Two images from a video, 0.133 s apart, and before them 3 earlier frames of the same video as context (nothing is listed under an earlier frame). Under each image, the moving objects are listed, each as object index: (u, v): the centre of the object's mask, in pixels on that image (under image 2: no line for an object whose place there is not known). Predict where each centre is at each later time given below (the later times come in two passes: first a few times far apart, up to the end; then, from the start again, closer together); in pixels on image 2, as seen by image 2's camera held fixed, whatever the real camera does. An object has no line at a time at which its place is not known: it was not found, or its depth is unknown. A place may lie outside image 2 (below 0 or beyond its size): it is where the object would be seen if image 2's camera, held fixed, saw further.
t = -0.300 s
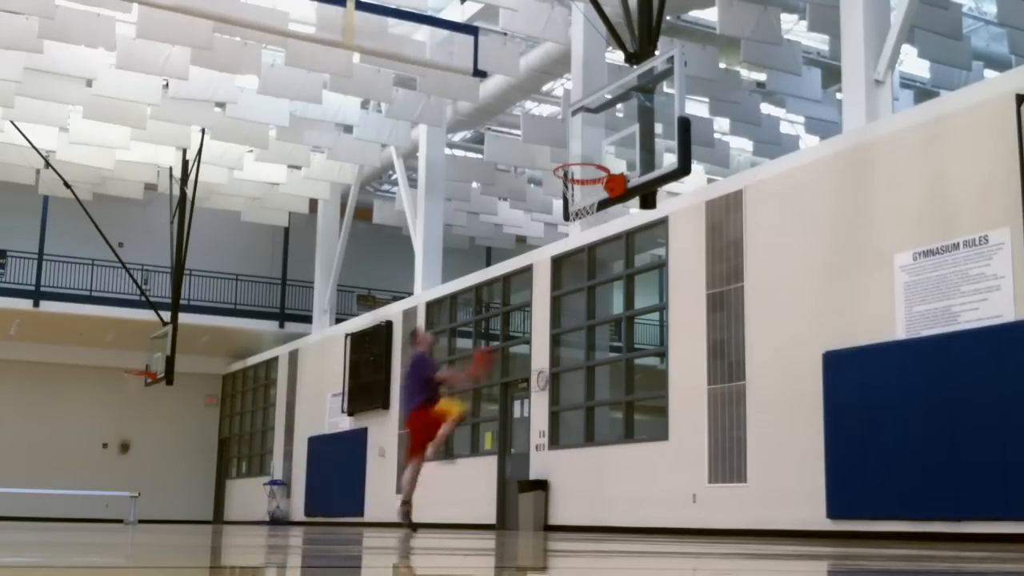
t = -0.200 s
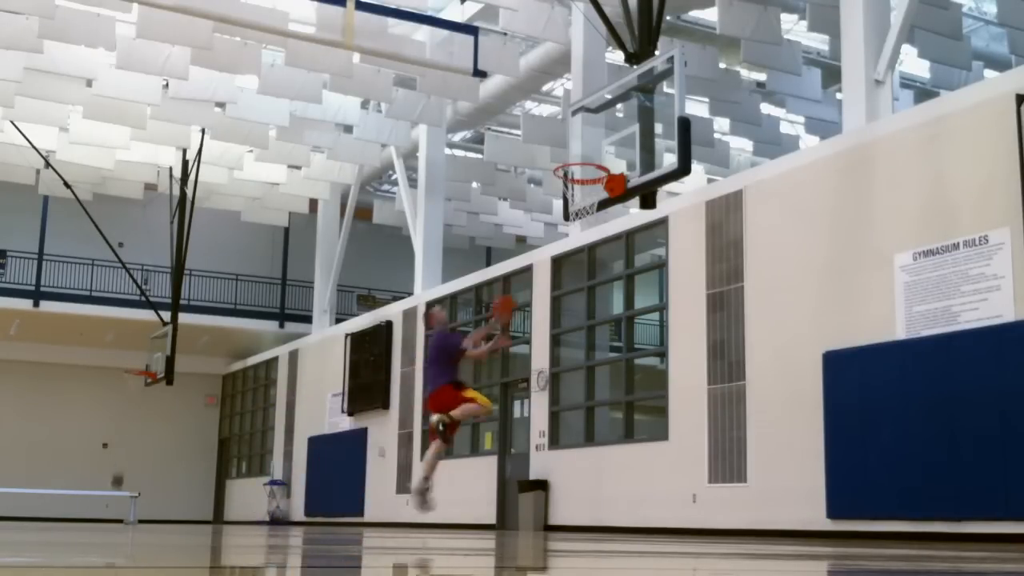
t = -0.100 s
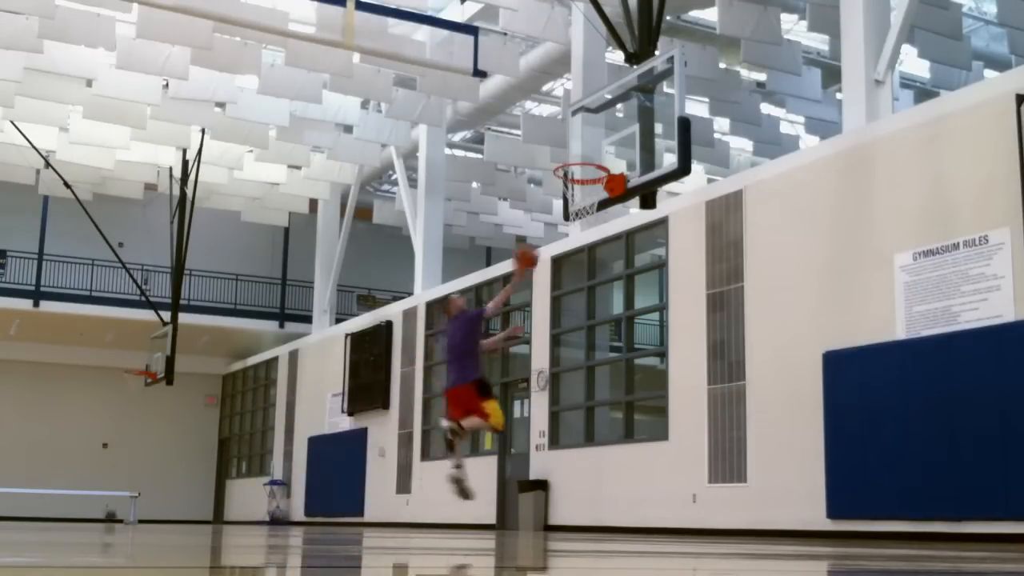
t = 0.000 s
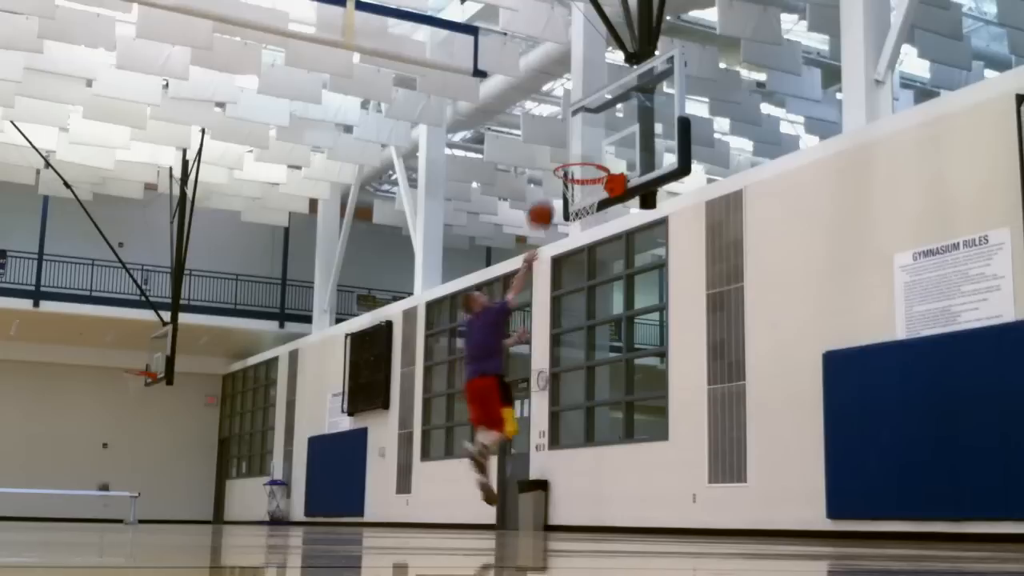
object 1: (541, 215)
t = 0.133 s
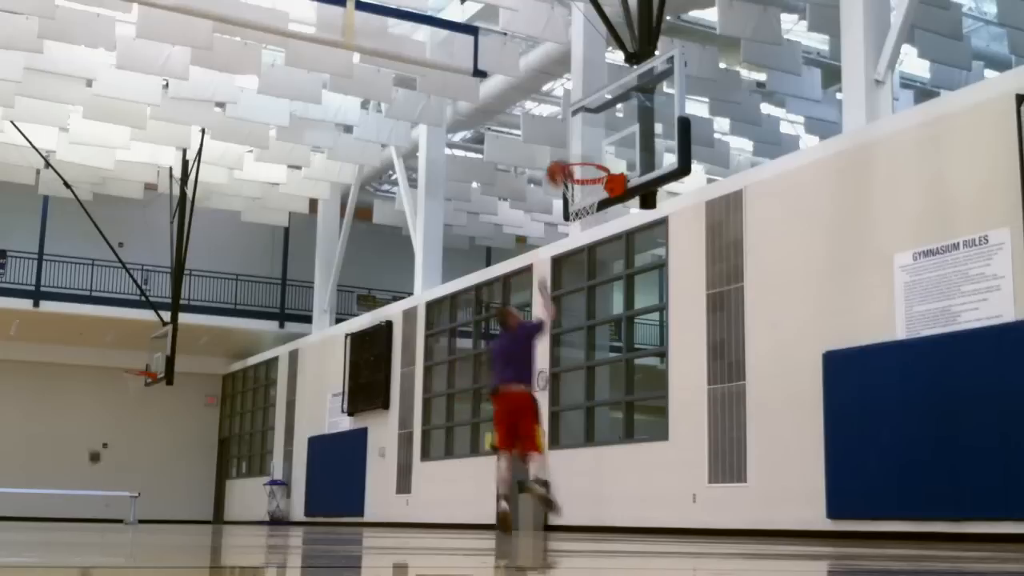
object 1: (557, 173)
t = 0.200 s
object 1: (569, 158)
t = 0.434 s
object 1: (602, 145)
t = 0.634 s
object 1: (621, 152)
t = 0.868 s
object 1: (633, 165)
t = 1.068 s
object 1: (641, 230)
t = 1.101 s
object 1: (644, 244)
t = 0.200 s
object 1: (569, 158)
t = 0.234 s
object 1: (574, 153)
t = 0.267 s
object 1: (578, 149)
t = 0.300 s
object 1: (583, 146)
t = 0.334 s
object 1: (588, 144)
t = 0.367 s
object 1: (592, 143)
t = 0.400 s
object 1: (597, 143)
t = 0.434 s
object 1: (602, 145)
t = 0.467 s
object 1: (606, 148)
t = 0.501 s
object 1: (611, 152)
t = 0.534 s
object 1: (613, 156)
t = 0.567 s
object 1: (614, 159)
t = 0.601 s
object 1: (618, 155)
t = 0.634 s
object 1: (621, 152)
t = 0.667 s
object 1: (624, 150)
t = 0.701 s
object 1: (625, 150)
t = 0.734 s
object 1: (626, 150)
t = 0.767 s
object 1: (628, 152)
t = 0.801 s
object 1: (630, 155)
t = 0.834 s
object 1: (630, 160)
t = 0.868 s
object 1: (633, 165)
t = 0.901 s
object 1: (635, 173)
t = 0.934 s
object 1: (637, 181)
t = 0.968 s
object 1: (639, 191)
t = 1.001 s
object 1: (639, 200)
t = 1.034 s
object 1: (641, 216)
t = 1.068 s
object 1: (641, 230)
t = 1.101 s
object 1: (644, 244)
